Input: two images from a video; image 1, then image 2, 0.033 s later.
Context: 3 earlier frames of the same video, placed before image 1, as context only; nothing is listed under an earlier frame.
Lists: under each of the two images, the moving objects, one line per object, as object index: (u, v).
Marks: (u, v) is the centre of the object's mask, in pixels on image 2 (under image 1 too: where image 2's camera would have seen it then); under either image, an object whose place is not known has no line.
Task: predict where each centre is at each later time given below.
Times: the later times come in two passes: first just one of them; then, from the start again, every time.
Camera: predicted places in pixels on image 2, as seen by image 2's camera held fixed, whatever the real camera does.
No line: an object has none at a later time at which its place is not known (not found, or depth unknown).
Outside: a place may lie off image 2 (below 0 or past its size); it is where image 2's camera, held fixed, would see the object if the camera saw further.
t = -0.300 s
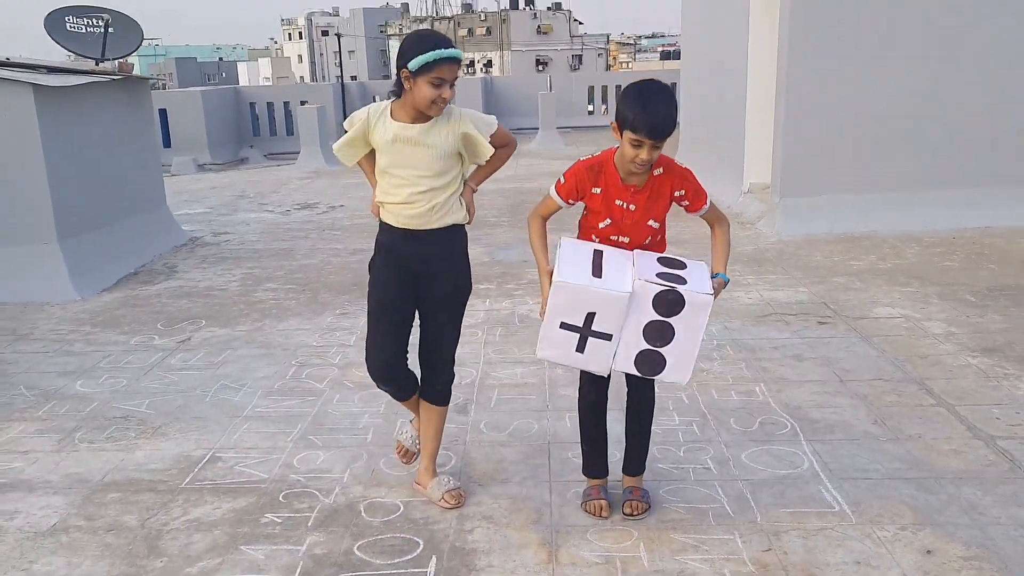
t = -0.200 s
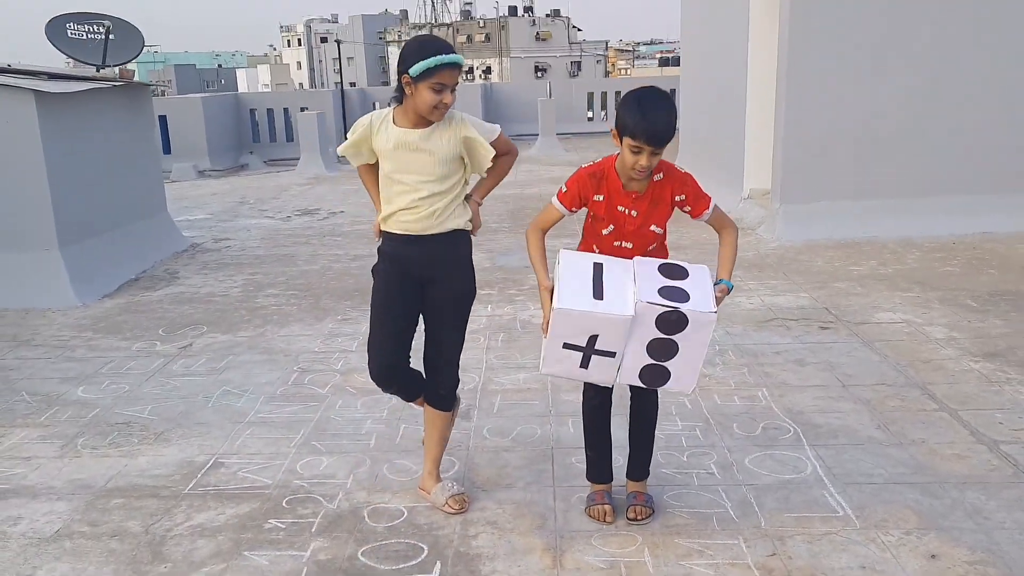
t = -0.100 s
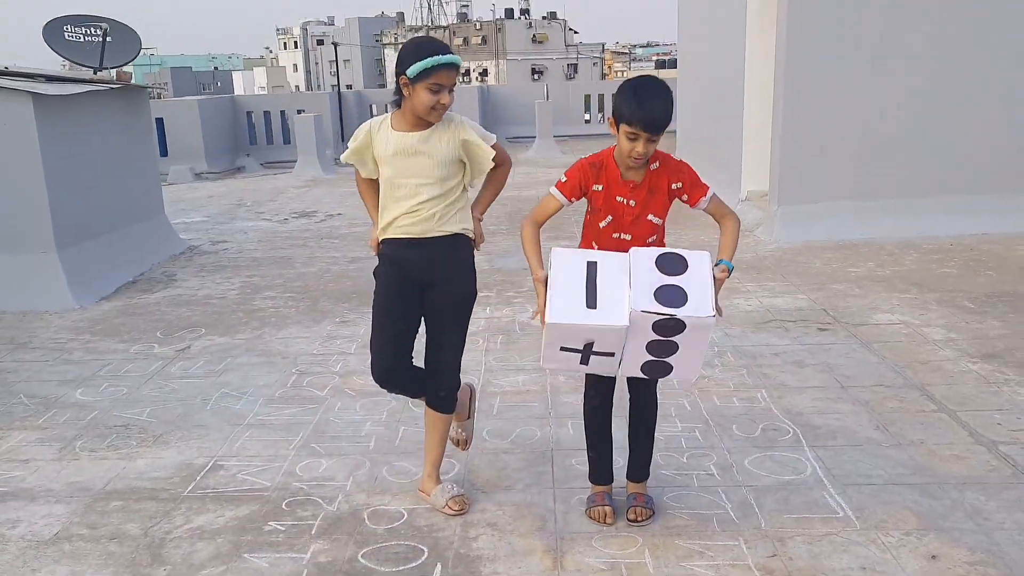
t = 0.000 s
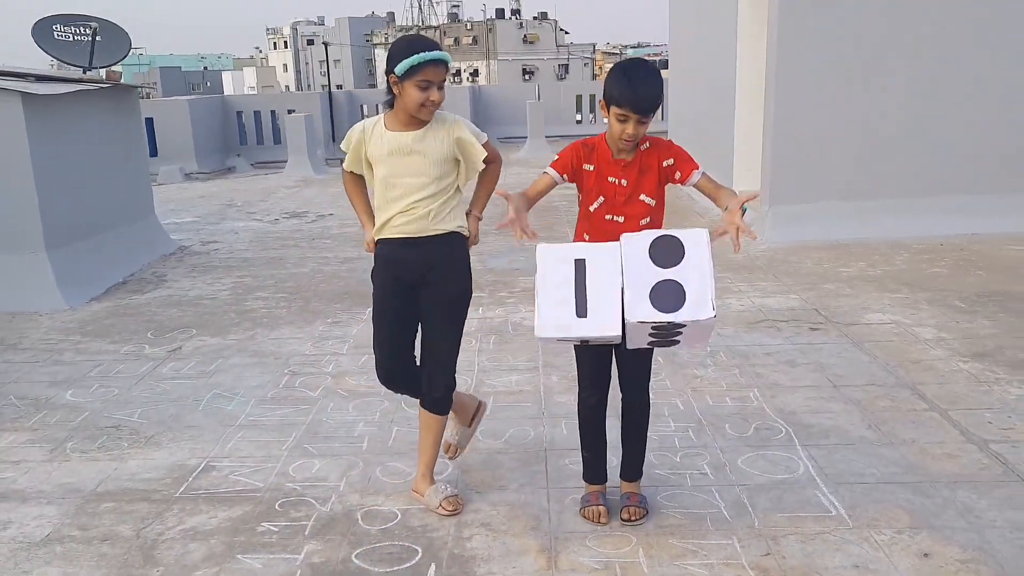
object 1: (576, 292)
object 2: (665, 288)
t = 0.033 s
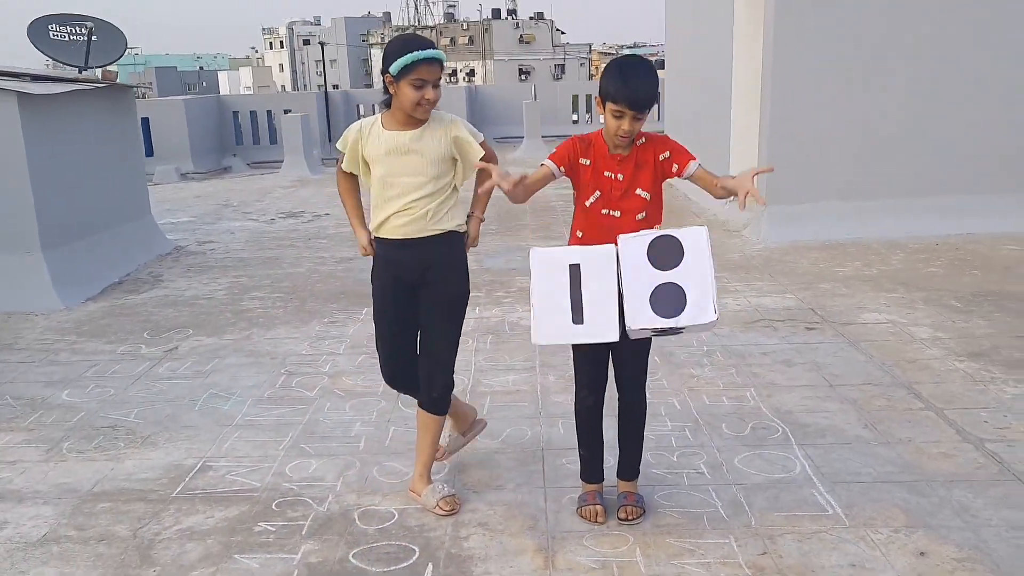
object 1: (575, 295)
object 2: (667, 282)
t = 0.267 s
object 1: (583, 386)
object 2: (698, 363)
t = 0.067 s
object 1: (575, 298)
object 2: (671, 285)
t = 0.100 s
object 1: (576, 303)
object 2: (674, 291)
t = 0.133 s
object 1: (577, 311)
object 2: (677, 297)
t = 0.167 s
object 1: (578, 323)
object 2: (683, 307)
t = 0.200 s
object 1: (579, 340)
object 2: (688, 322)
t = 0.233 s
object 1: (581, 360)
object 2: (693, 339)
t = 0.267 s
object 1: (583, 386)
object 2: (698, 363)
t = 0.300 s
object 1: (584, 415)
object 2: (703, 391)
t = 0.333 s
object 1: (586, 455)
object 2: (710, 422)
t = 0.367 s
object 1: (588, 496)
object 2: (715, 468)
